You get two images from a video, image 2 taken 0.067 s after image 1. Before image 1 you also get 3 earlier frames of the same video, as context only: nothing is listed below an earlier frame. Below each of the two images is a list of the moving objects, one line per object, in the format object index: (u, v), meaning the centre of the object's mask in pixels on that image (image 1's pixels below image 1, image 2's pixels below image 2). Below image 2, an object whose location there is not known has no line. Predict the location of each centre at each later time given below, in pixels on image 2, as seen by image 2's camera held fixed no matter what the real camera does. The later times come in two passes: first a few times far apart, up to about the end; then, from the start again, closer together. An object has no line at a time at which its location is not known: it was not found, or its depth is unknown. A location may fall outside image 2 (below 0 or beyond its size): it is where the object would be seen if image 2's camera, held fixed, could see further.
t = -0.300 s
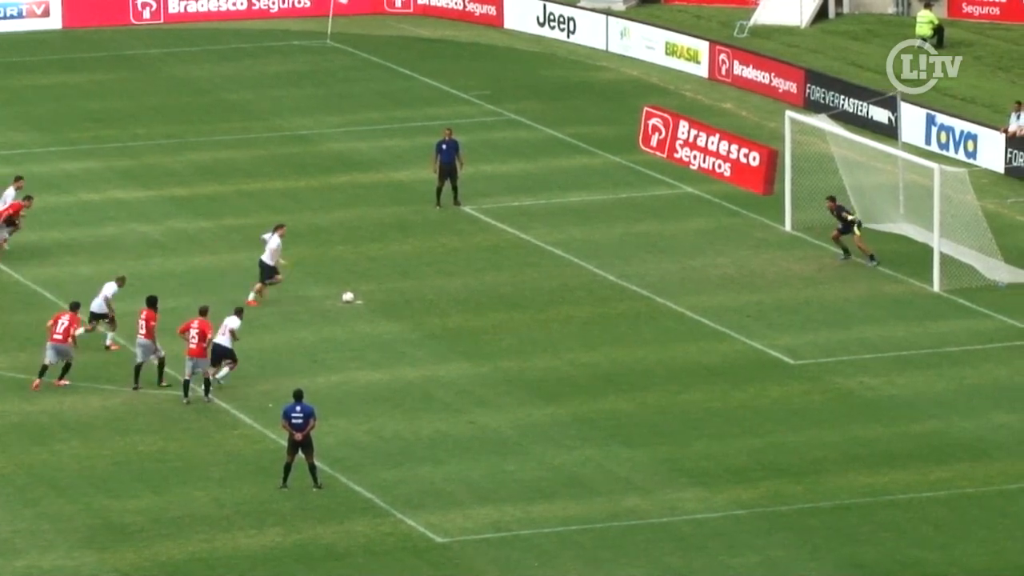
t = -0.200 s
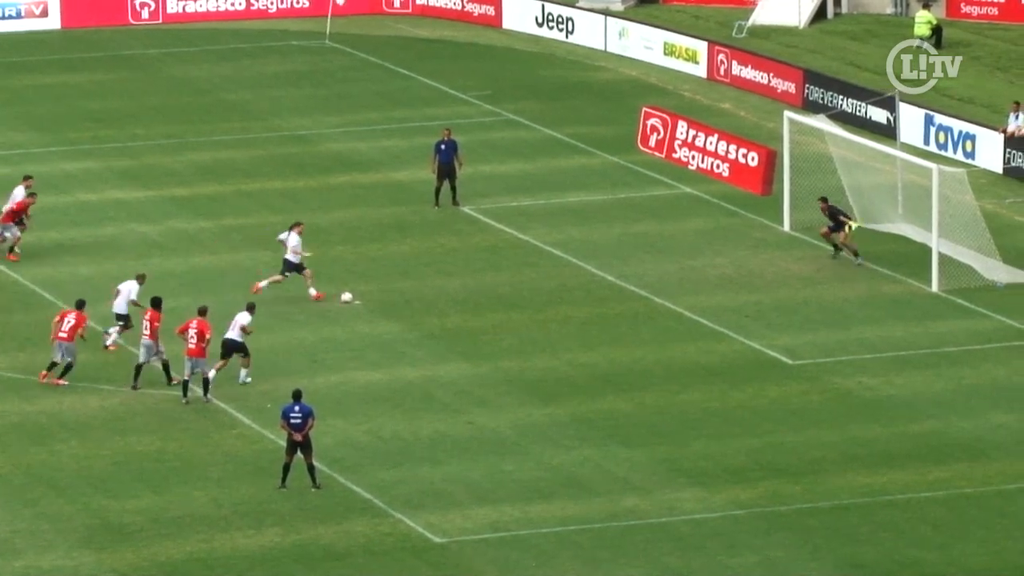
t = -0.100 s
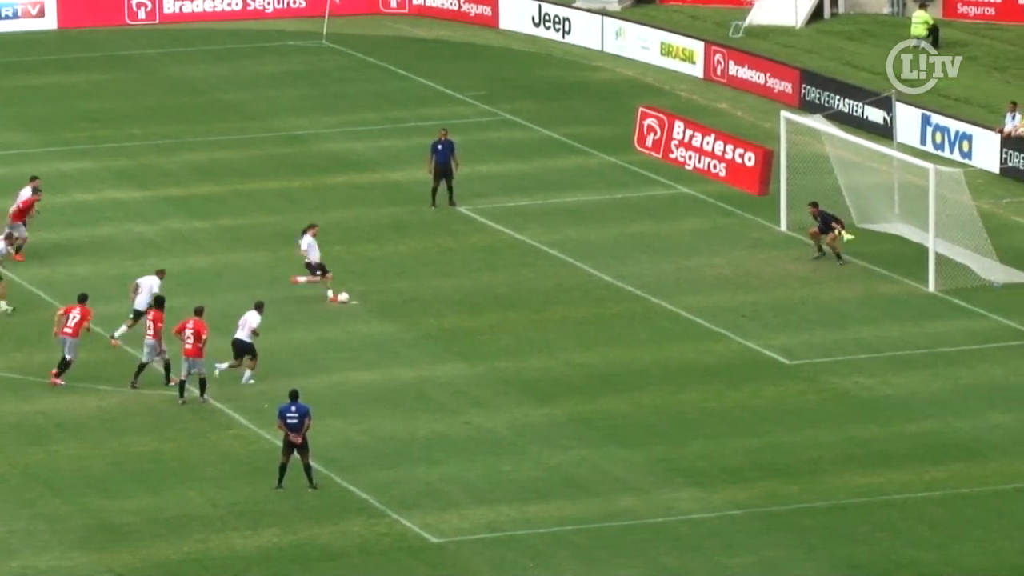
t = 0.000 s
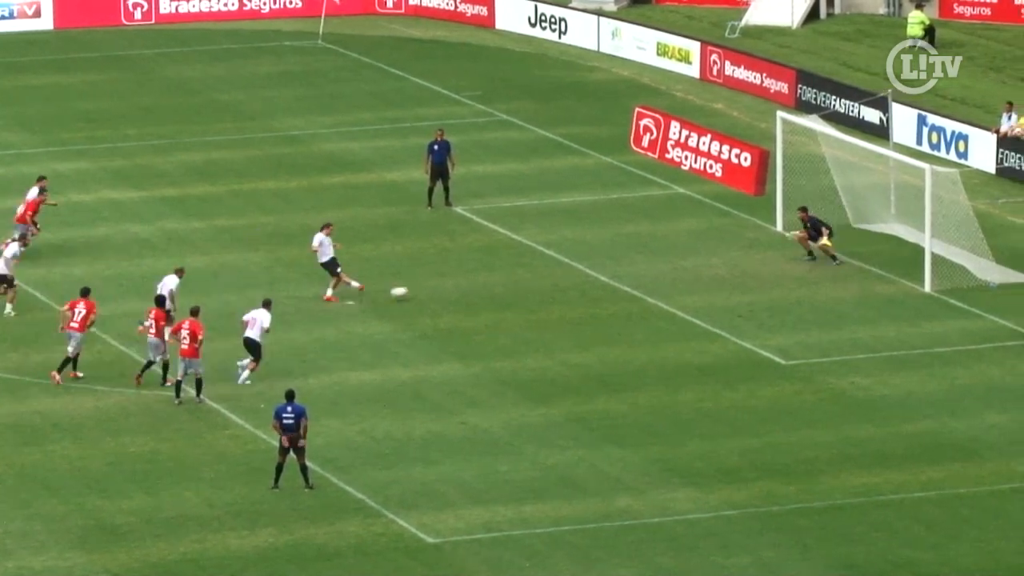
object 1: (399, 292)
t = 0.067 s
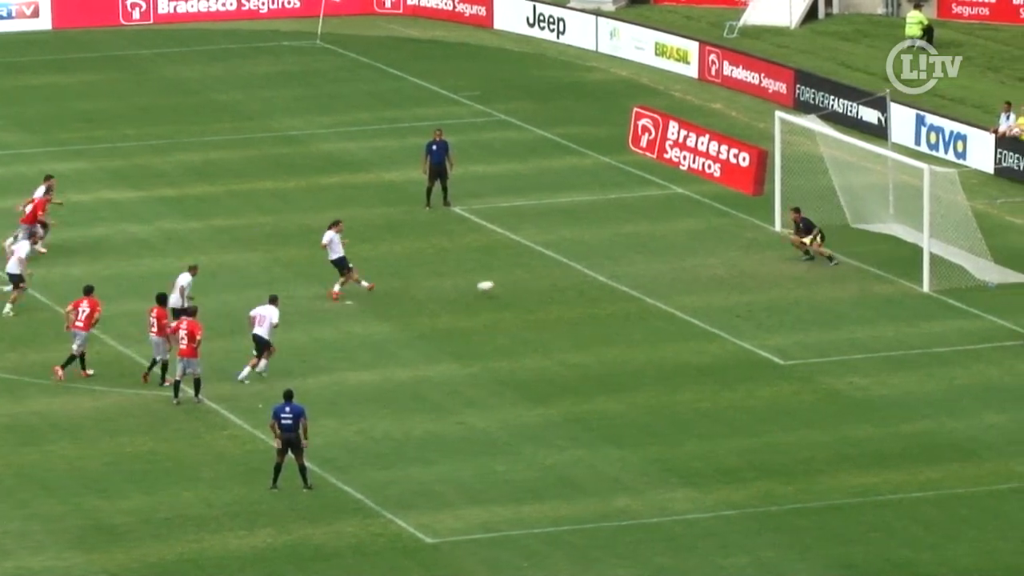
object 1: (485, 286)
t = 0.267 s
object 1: (731, 282)
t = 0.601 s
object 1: (1022, 263)
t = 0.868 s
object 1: (1016, 269)
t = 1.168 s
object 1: (995, 273)
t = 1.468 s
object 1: (982, 274)
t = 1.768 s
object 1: (978, 275)
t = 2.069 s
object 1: (977, 275)
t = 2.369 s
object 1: (978, 275)
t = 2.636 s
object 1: (978, 275)
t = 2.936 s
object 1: (977, 275)
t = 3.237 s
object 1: (977, 275)
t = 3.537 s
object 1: (977, 275)
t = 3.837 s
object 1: (975, 275)
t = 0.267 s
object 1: (731, 282)
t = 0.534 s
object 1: (993, 267)
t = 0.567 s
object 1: (1009, 265)
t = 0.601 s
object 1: (1022, 263)
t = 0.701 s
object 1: (1025, 263)
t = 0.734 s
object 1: (1024, 265)
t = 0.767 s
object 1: (1022, 268)
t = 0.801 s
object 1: (1020, 269)
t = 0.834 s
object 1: (1018, 269)
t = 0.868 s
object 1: (1016, 269)
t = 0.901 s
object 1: (1014, 269)
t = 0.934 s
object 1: (1010, 269)
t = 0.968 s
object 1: (1008, 270)
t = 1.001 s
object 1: (1007, 272)
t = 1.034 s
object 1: (1005, 271)
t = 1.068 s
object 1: (1000, 273)
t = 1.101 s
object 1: (998, 272)
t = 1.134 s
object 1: (997, 273)
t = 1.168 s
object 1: (995, 273)
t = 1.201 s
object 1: (994, 273)
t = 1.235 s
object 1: (992, 273)
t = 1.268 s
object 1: (990, 274)
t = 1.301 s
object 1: (988, 274)
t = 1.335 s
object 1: (987, 274)
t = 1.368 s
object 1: (985, 274)
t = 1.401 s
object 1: (984, 273)
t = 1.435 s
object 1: (984, 275)
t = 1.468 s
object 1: (982, 274)
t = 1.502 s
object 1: (982, 274)
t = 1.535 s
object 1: (981, 274)
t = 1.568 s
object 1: (980, 275)
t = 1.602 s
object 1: (979, 275)
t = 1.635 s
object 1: (978, 275)
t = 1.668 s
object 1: (978, 275)
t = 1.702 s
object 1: (978, 275)
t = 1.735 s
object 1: (978, 275)
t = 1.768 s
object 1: (978, 275)
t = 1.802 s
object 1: (977, 275)
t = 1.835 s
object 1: (977, 275)
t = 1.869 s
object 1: (977, 275)
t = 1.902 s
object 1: (977, 275)
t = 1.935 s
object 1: (977, 275)
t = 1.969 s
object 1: (977, 275)
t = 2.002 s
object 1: (977, 275)
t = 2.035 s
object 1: (977, 275)
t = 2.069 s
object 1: (977, 275)
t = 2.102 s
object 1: (977, 275)
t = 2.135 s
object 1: (977, 275)
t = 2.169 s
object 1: (977, 275)
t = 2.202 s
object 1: (977, 275)
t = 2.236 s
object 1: (977, 275)
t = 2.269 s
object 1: (977, 275)
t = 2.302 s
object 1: (977, 275)
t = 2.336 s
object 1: (977, 275)
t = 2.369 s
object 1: (978, 275)
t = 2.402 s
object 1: (978, 275)
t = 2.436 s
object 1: (978, 274)
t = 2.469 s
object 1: (978, 275)
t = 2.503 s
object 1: (978, 275)
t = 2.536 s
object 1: (978, 275)
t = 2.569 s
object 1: (978, 275)
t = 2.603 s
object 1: (978, 274)
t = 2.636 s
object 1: (978, 275)
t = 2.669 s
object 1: (978, 274)
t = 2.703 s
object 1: (978, 274)
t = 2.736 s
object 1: (978, 274)
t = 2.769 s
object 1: (978, 274)
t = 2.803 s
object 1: (978, 275)
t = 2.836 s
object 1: (977, 275)
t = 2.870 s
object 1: (977, 275)
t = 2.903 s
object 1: (978, 275)
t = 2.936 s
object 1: (977, 275)
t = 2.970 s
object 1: (977, 275)
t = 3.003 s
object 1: (977, 275)
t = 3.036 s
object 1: (977, 275)
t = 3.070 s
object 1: (977, 275)
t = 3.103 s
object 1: (977, 275)
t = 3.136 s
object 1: (977, 275)
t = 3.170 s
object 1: (977, 275)
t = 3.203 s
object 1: (977, 275)
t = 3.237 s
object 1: (977, 275)
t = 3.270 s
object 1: (977, 275)
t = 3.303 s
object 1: (977, 275)
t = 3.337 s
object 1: (977, 275)
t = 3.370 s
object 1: (976, 275)
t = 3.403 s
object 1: (977, 275)
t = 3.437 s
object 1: (977, 275)
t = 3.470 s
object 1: (977, 275)
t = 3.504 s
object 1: (977, 275)
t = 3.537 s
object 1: (977, 275)
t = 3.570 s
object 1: (976, 275)
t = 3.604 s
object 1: (977, 275)
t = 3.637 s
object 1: (977, 275)
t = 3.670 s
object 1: (977, 275)
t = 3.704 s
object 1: (977, 275)
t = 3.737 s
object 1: (977, 275)
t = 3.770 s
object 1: (977, 275)
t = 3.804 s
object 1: (977, 275)
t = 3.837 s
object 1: (975, 275)
